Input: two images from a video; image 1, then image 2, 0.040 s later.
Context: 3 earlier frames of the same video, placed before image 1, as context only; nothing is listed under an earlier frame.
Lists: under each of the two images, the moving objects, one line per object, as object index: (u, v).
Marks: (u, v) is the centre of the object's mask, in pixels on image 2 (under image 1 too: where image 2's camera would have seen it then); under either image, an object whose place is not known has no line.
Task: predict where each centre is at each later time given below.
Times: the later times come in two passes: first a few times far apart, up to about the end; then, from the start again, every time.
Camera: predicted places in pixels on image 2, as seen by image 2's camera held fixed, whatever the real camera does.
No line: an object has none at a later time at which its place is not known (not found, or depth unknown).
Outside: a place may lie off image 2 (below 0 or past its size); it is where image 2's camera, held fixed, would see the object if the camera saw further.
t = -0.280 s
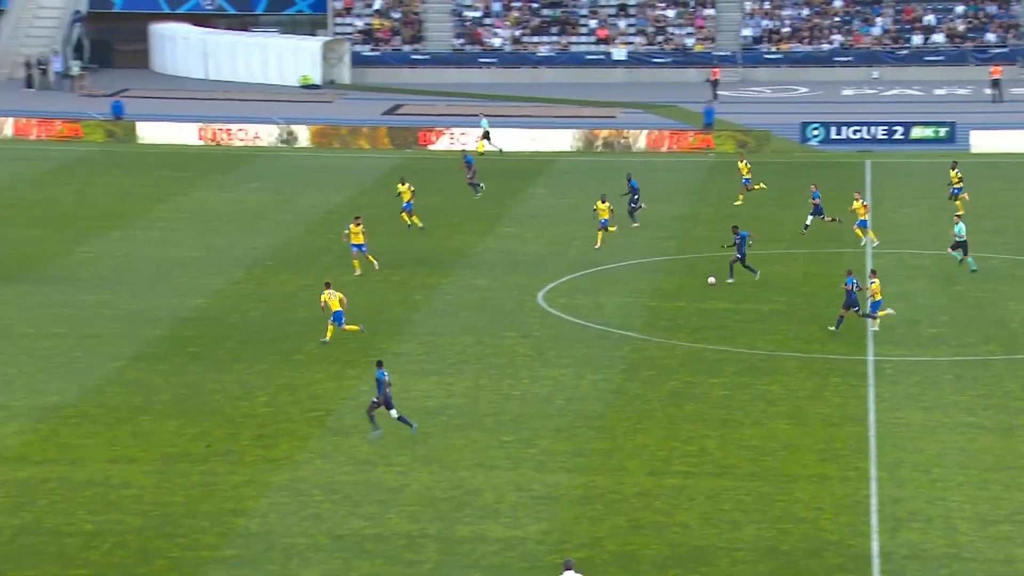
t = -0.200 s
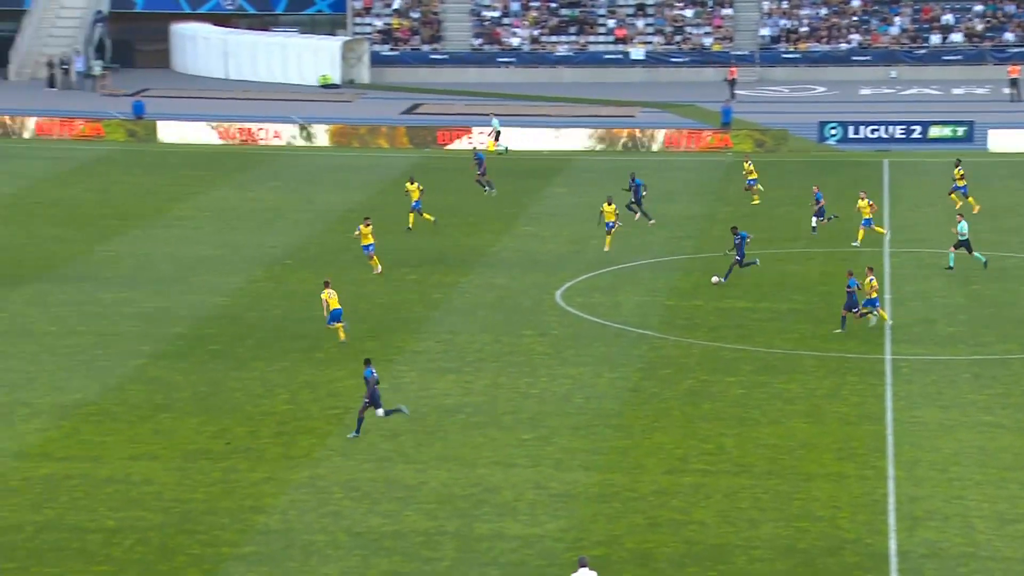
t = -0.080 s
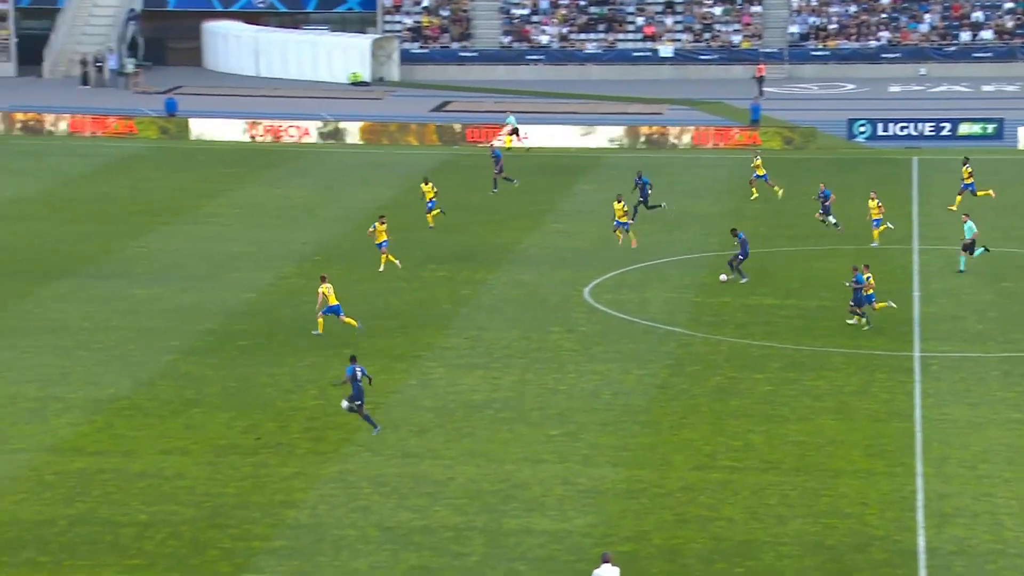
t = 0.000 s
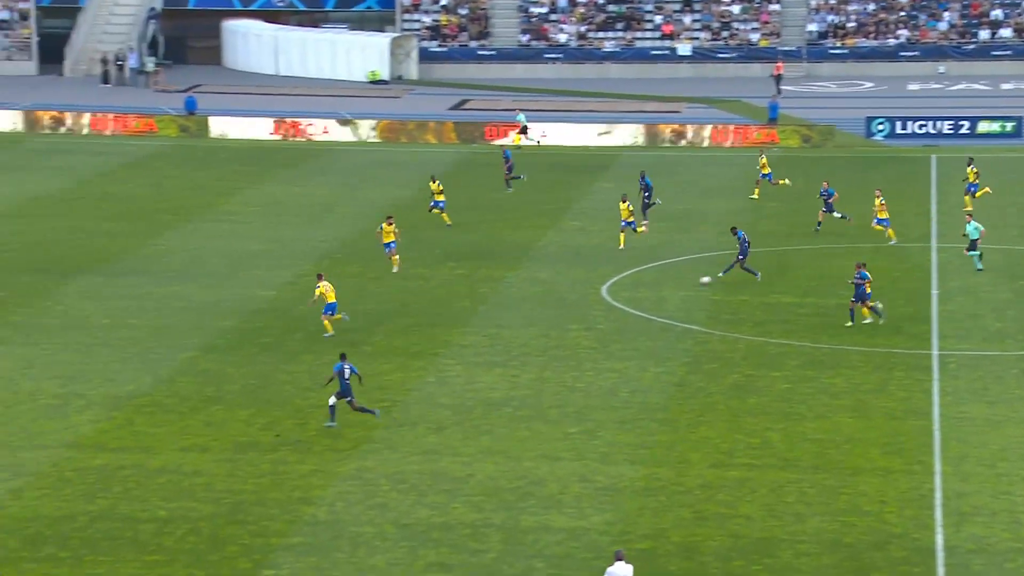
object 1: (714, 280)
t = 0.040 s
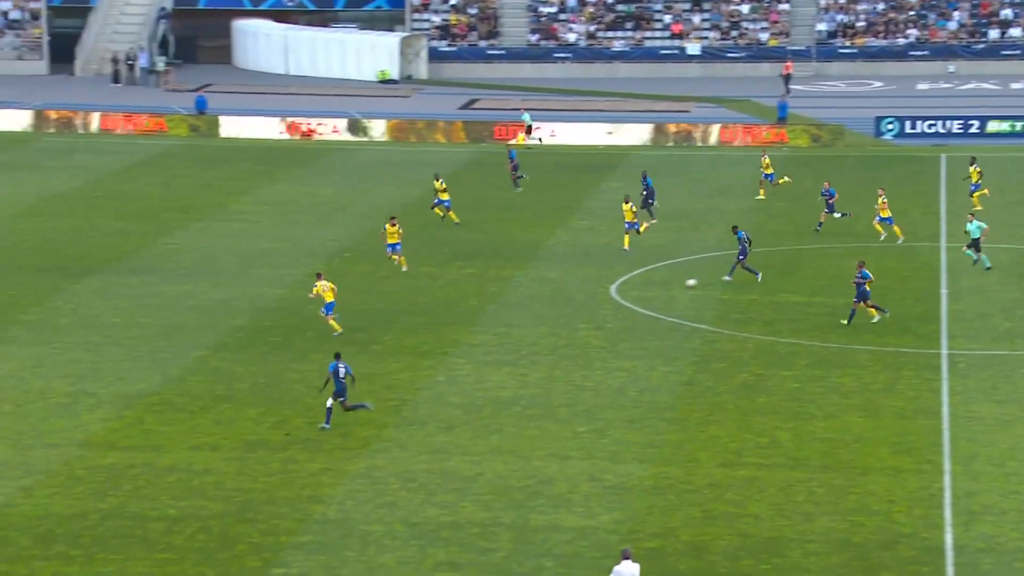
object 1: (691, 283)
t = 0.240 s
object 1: (580, 303)
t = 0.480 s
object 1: (460, 326)
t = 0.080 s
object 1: (668, 287)
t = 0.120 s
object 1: (646, 291)
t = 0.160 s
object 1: (623, 296)
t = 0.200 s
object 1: (601, 300)
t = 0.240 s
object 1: (580, 303)
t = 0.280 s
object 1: (559, 307)
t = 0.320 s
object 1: (538, 312)
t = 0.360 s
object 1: (519, 317)
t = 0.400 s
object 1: (499, 320)
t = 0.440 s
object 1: (479, 322)
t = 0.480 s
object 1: (460, 326)
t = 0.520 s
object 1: (441, 330)
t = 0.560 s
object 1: (422, 335)
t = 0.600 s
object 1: (404, 339)
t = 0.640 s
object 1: (387, 342)
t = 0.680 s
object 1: (369, 345)
